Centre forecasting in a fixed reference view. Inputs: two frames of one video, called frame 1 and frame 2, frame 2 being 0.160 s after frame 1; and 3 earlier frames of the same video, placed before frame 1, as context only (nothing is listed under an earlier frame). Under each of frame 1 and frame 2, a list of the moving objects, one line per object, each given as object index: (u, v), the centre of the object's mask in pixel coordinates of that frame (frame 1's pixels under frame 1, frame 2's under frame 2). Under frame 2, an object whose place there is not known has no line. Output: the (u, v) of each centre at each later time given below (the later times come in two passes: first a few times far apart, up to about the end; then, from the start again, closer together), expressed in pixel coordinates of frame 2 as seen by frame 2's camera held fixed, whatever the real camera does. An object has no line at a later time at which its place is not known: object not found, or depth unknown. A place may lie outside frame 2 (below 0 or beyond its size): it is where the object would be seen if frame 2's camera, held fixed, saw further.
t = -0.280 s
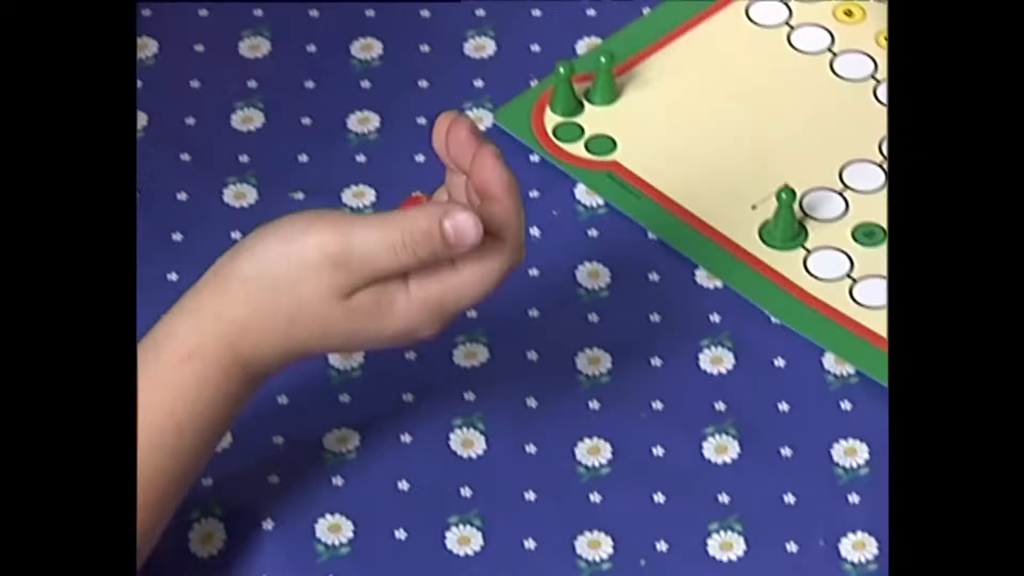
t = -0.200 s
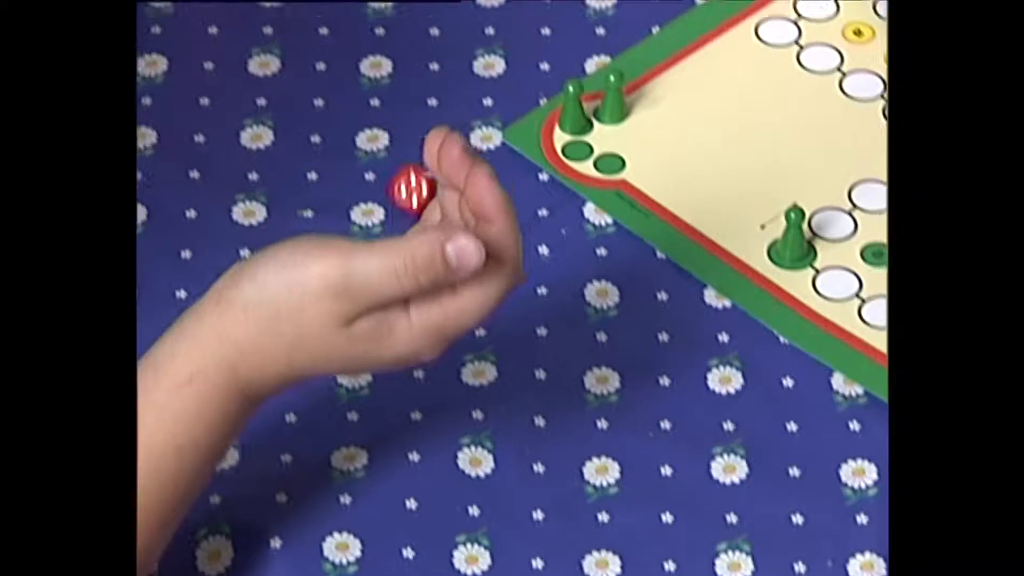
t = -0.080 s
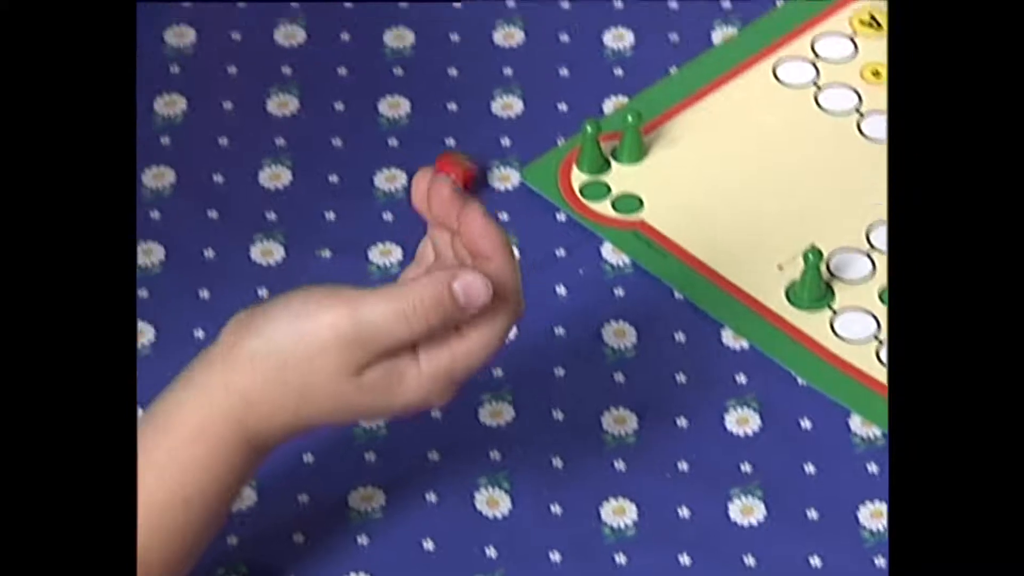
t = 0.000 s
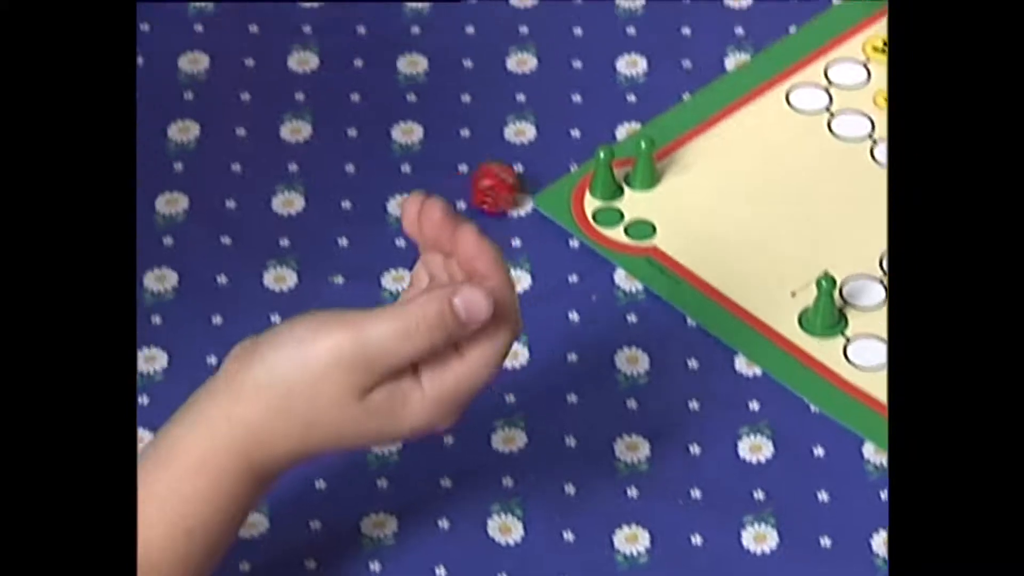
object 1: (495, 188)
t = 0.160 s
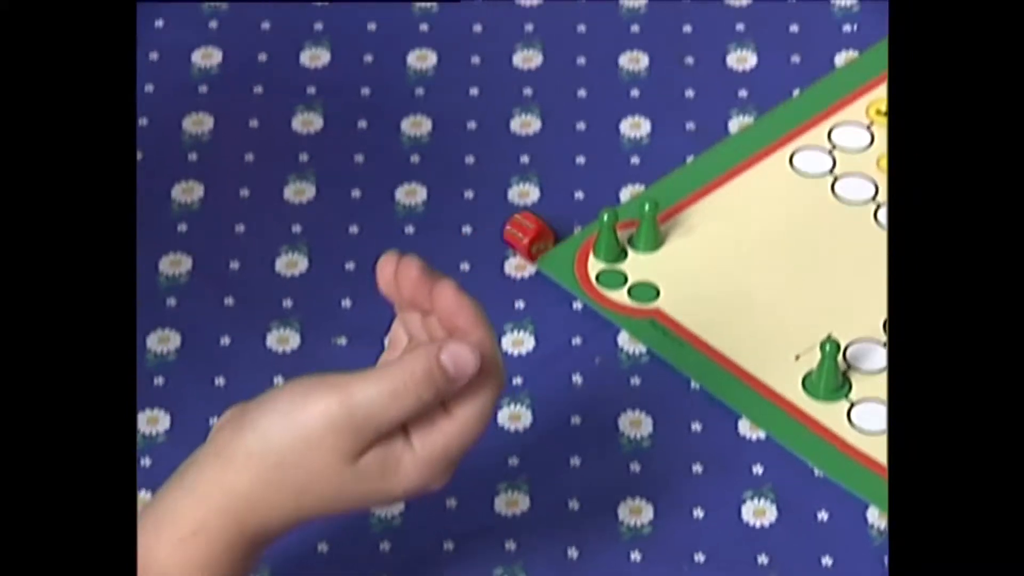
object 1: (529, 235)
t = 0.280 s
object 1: (542, 231)
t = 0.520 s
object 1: (542, 231)
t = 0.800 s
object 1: (542, 231)
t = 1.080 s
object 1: (542, 232)
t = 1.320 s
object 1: (542, 232)
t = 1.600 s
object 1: (542, 231)
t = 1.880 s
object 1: (541, 230)
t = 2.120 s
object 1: (541, 229)
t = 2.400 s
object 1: (541, 229)
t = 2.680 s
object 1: (541, 229)
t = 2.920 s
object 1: (541, 229)
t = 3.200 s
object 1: (541, 228)
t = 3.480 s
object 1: (540, 228)
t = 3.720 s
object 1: (540, 229)
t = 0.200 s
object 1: (536, 234)
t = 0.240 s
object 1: (542, 231)
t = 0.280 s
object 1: (542, 231)
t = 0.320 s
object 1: (542, 231)
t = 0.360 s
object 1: (542, 231)
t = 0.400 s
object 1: (542, 231)
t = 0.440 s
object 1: (542, 230)
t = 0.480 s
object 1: (542, 231)
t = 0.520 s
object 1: (542, 231)
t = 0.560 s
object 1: (542, 231)
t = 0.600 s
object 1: (542, 231)
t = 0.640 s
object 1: (542, 231)
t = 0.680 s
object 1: (542, 231)
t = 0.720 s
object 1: (542, 231)
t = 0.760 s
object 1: (542, 231)
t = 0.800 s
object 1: (542, 231)
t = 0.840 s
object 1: (542, 231)
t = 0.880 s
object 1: (542, 231)
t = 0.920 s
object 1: (542, 232)
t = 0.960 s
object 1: (542, 232)
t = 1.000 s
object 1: (542, 232)
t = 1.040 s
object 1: (542, 232)
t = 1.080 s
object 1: (542, 232)
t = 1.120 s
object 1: (542, 232)
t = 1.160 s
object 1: (542, 232)
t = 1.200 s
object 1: (542, 232)
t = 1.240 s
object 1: (542, 232)
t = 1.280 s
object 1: (542, 232)
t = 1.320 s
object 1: (542, 232)
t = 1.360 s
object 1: (542, 231)
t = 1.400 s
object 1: (542, 231)
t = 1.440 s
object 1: (542, 231)
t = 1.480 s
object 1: (542, 231)
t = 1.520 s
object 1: (542, 231)
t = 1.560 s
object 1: (542, 231)
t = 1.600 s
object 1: (542, 231)
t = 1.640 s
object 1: (542, 231)
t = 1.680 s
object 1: (541, 230)
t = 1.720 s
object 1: (541, 230)
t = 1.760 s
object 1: (541, 230)
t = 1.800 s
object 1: (541, 230)
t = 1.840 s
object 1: (541, 230)
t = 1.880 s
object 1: (541, 230)
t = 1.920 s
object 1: (541, 230)
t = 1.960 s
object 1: (541, 230)
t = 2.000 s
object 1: (541, 229)
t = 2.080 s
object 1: (541, 230)
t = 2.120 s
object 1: (541, 229)
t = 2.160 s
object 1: (541, 229)
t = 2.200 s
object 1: (541, 229)
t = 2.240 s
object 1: (541, 229)
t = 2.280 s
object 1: (541, 229)
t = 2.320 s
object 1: (541, 229)
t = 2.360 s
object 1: (540, 229)
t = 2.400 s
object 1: (541, 229)
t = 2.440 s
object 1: (541, 229)
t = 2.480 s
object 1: (541, 229)
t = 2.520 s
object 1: (541, 229)
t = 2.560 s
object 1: (541, 229)
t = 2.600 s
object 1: (541, 229)
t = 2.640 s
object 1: (541, 229)
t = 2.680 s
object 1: (541, 229)
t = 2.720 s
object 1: (541, 229)
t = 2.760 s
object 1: (541, 229)
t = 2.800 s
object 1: (541, 229)
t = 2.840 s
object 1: (541, 229)
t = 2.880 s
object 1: (541, 229)
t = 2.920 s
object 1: (541, 229)
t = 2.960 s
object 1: (541, 229)
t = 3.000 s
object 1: (541, 229)
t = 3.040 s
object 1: (541, 229)
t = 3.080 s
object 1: (541, 229)
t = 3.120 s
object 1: (541, 228)
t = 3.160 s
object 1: (541, 228)
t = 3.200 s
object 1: (541, 228)
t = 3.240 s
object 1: (541, 228)
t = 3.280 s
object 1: (541, 228)
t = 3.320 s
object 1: (541, 228)
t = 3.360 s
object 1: (541, 228)
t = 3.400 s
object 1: (541, 228)
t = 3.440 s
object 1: (540, 228)
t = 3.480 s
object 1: (540, 228)
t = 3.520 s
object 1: (540, 228)
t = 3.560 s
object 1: (540, 228)
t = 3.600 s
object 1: (540, 228)
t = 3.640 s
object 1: (540, 228)
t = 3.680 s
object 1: (540, 228)
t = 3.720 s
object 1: (540, 229)
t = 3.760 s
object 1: (539, 228)
